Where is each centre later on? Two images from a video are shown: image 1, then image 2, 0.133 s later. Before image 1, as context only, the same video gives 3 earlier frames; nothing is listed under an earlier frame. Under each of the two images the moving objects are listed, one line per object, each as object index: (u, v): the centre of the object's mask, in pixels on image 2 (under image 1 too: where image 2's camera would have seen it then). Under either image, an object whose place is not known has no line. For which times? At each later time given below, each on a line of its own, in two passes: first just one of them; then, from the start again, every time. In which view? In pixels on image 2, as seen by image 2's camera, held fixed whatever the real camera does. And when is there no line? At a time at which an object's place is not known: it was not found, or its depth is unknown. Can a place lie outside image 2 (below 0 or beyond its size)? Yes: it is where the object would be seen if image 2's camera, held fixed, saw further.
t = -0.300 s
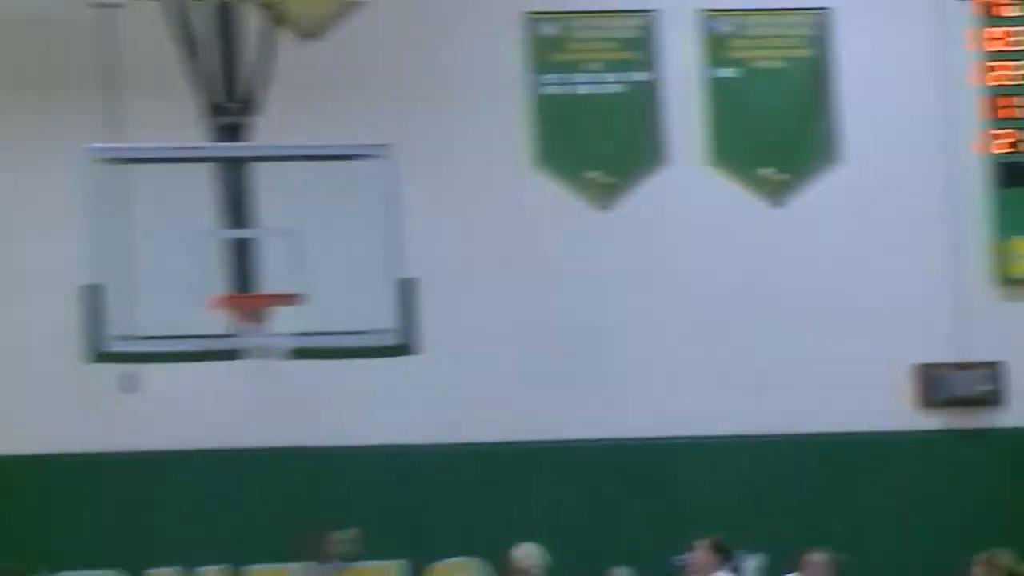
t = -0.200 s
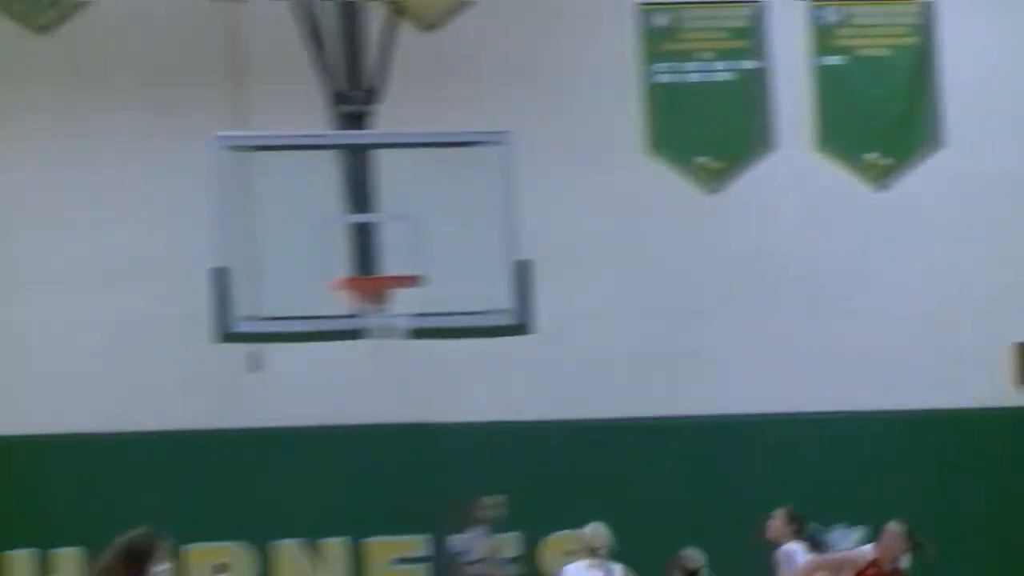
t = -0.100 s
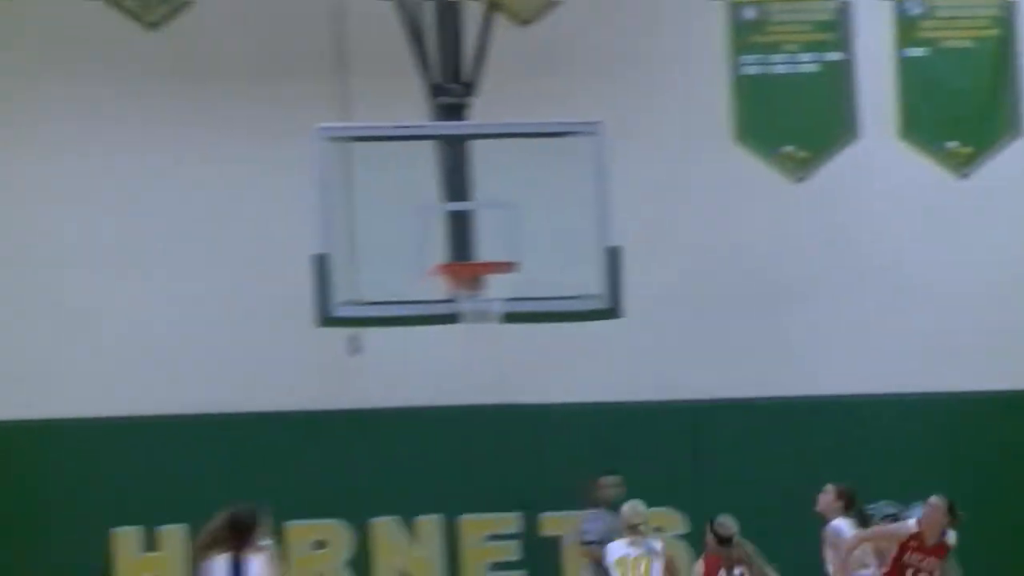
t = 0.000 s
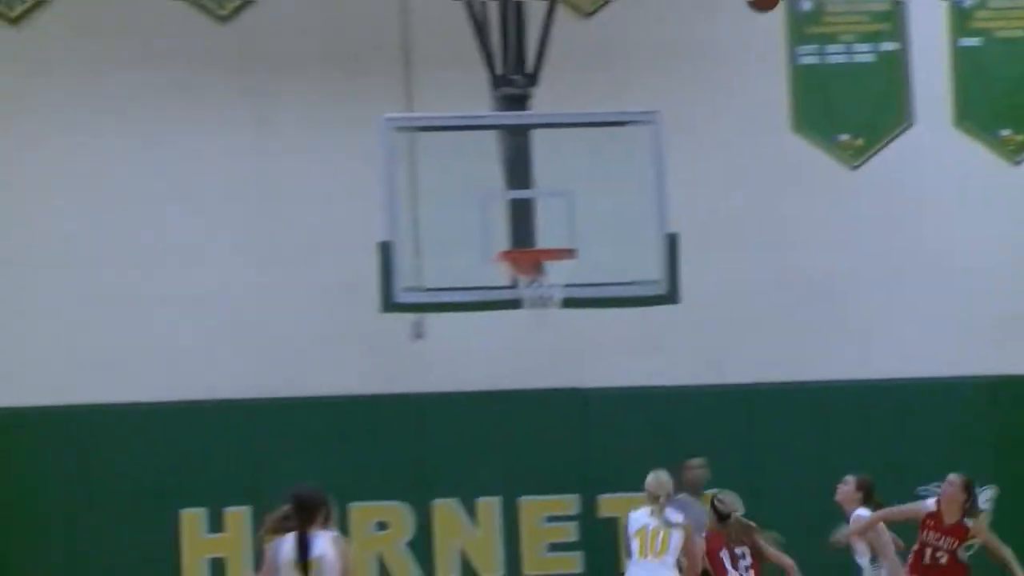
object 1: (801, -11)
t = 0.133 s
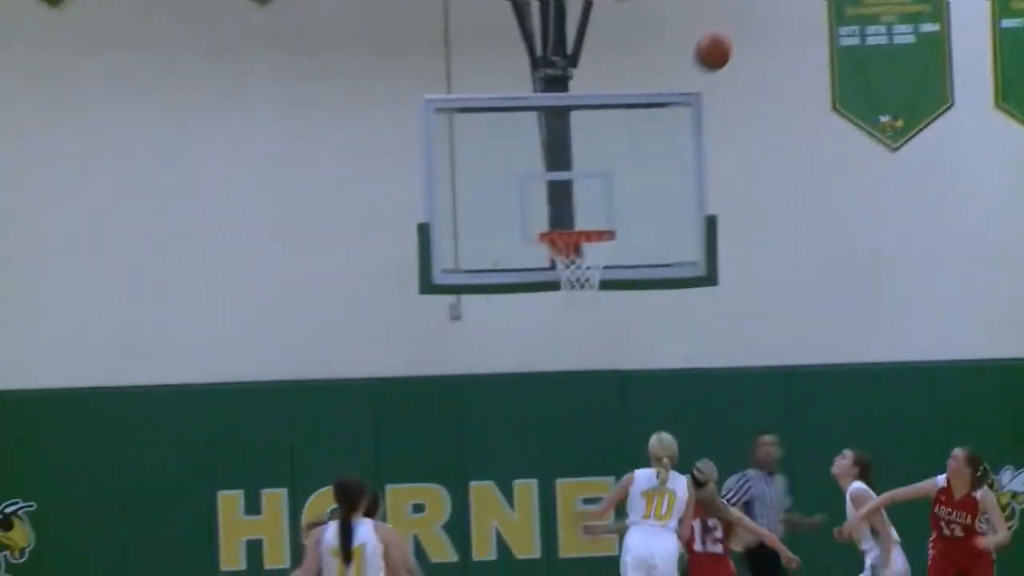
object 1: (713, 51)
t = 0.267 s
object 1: (626, 153)
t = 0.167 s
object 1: (691, 74)
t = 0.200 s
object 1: (670, 99)
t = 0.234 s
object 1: (647, 127)
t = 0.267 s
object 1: (626, 153)
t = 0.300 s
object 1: (605, 183)
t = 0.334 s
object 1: (585, 214)
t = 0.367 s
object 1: (562, 251)
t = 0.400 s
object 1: (550, 265)
